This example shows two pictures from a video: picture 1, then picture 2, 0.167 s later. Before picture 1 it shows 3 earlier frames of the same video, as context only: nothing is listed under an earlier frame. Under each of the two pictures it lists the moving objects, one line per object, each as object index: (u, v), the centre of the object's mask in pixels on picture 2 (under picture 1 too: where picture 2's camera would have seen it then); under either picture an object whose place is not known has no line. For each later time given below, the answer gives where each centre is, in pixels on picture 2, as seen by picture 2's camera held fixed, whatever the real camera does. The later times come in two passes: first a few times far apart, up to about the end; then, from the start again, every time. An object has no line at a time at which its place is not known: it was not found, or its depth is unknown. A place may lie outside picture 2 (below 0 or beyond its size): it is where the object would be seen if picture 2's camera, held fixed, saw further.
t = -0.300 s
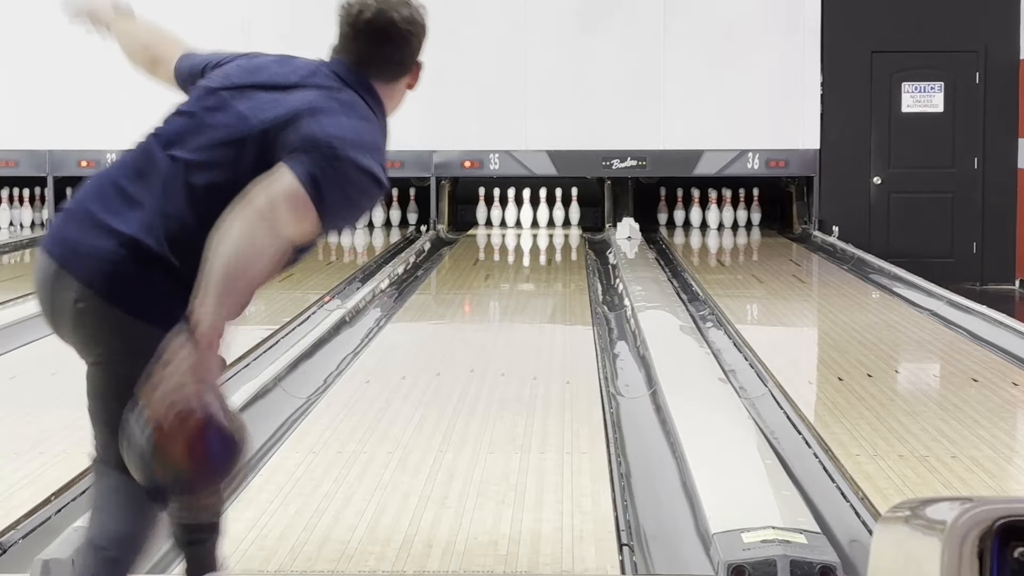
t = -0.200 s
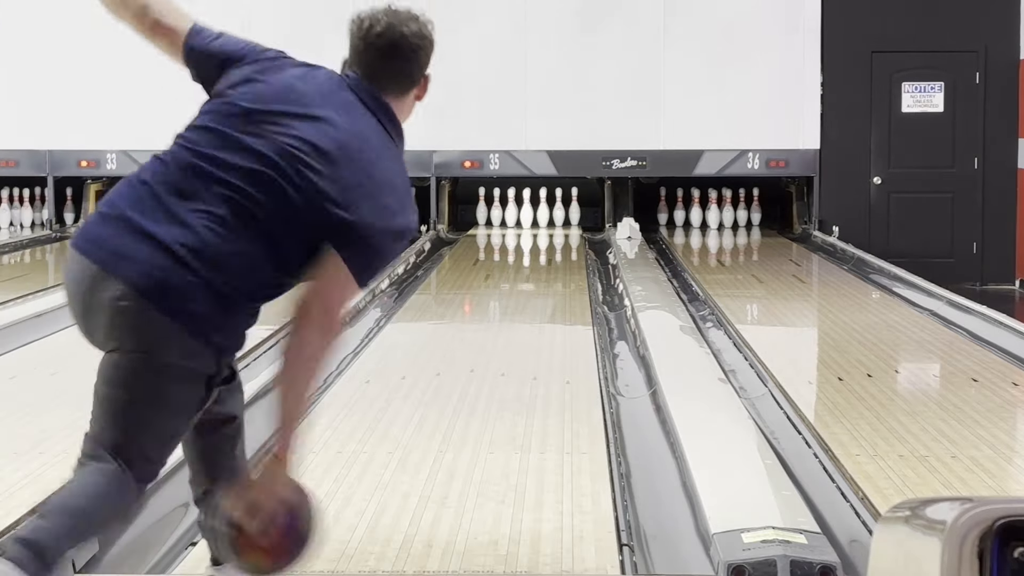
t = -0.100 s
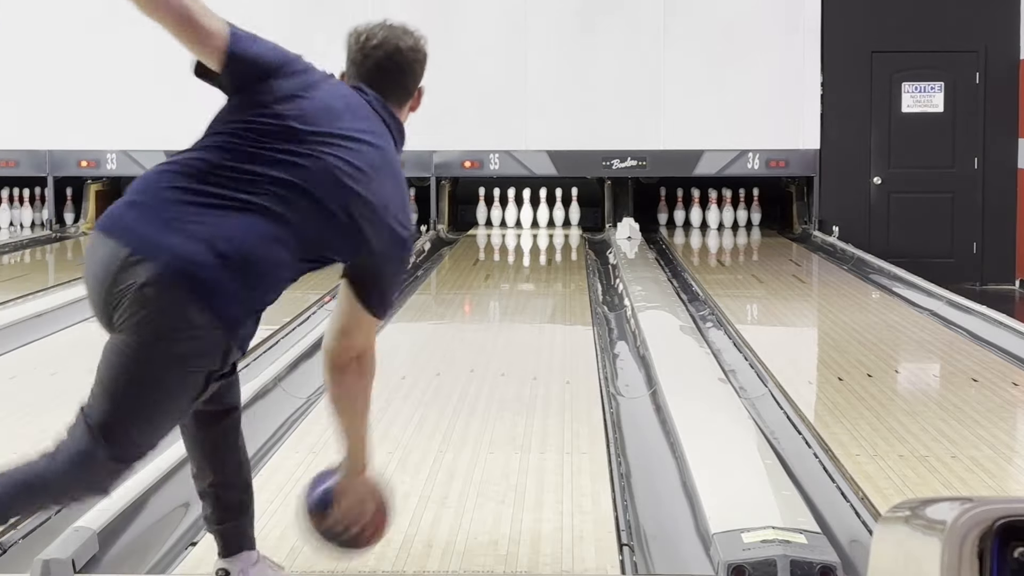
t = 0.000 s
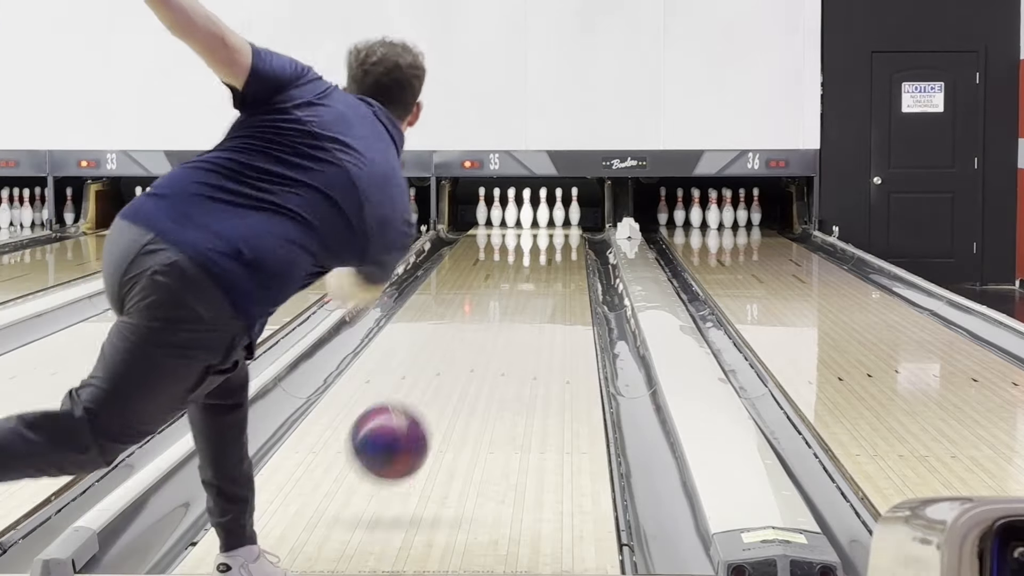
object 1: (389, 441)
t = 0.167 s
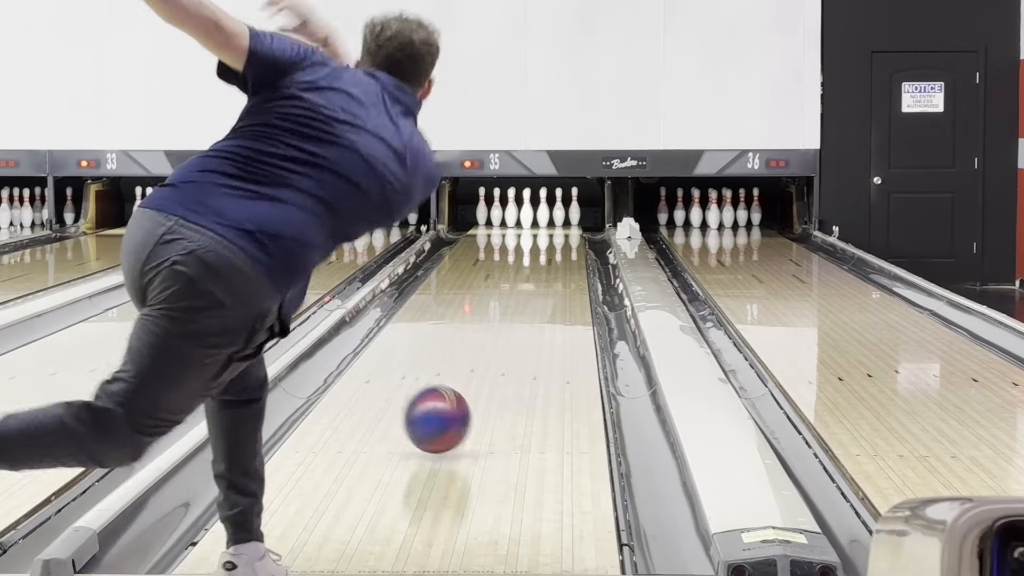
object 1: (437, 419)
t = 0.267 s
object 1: (459, 395)
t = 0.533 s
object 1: (499, 343)
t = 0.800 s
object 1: (525, 308)
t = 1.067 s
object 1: (541, 281)
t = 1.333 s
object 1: (552, 262)
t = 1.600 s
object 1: (558, 246)
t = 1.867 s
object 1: (556, 234)
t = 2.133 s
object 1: (547, 225)
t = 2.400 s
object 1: (533, 218)
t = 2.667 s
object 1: (533, 215)
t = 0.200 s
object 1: (445, 412)
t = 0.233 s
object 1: (452, 402)
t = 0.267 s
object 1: (459, 395)
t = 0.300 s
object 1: (465, 388)
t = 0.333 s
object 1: (470, 381)
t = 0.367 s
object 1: (476, 374)
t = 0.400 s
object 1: (481, 367)
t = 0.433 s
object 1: (486, 361)
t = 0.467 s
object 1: (490, 355)
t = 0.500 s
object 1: (495, 349)
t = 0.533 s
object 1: (499, 343)
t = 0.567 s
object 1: (503, 338)
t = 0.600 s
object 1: (506, 333)
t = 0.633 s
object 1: (510, 329)
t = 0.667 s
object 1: (513, 324)
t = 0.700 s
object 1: (516, 320)
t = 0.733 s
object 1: (519, 315)
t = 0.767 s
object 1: (522, 312)
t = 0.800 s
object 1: (525, 308)
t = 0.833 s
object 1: (527, 304)
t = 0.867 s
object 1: (530, 301)
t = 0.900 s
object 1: (532, 297)
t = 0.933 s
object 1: (534, 293)
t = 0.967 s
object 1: (536, 290)
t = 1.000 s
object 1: (538, 287)
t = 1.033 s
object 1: (540, 284)
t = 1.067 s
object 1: (541, 281)
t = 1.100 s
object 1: (543, 279)
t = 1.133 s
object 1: (544, 276)
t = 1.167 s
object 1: (546, 273)
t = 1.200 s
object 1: (547, 271)
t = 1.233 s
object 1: (548, 268)
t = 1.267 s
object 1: (550, 266)
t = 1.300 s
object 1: (551, 264)
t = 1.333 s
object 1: (552, 262)
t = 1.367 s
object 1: (553, 259)
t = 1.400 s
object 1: (554, 257)
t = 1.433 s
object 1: (555, 255)
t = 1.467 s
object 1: (556, 253)
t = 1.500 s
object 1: (556, 252)
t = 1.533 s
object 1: (557, 250)
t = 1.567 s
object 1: (557, 248)
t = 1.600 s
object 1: (558, 246)
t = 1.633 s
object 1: (558, 245)
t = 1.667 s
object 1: (558, 243)
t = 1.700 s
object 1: (558, 242)
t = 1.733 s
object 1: (558, 240)
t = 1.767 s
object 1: (558, 239)
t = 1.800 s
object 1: (557, 237)
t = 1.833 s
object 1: (557, 235)
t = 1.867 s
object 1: (556, 234)
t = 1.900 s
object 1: (555, 233)
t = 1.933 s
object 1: (555, 232)
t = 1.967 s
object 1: (553, 230)
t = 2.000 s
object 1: (552, 229)
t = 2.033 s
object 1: (551, 228)
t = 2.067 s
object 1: (550, 227)
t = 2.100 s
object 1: (548, 226)
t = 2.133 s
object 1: (547, 225)
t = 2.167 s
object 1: (545, 224)
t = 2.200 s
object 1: (544, 223)
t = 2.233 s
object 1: (542, 222)
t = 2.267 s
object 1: (541, 222)
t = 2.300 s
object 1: (538, 220)
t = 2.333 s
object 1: (537, 219)
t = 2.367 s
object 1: (534, 219)
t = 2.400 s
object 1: (533, 218)
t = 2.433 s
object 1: (534, 217)
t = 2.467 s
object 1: (534, 217)
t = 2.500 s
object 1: (533, 217)
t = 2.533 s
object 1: (534, 216)
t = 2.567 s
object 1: (534, 216)
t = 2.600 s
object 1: (534, 215)
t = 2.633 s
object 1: (535, 215)
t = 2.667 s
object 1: (533, 215)
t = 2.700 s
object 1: (533, 215)
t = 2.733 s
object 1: (532, 214)
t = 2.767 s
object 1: (533, 213)
